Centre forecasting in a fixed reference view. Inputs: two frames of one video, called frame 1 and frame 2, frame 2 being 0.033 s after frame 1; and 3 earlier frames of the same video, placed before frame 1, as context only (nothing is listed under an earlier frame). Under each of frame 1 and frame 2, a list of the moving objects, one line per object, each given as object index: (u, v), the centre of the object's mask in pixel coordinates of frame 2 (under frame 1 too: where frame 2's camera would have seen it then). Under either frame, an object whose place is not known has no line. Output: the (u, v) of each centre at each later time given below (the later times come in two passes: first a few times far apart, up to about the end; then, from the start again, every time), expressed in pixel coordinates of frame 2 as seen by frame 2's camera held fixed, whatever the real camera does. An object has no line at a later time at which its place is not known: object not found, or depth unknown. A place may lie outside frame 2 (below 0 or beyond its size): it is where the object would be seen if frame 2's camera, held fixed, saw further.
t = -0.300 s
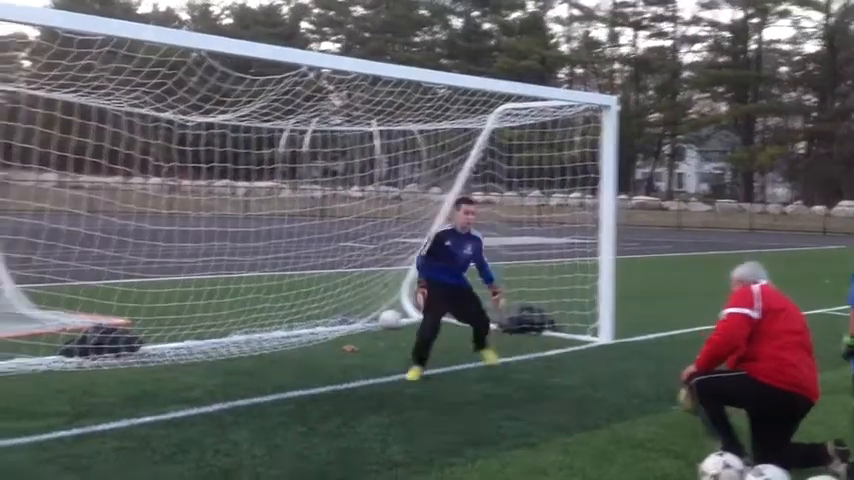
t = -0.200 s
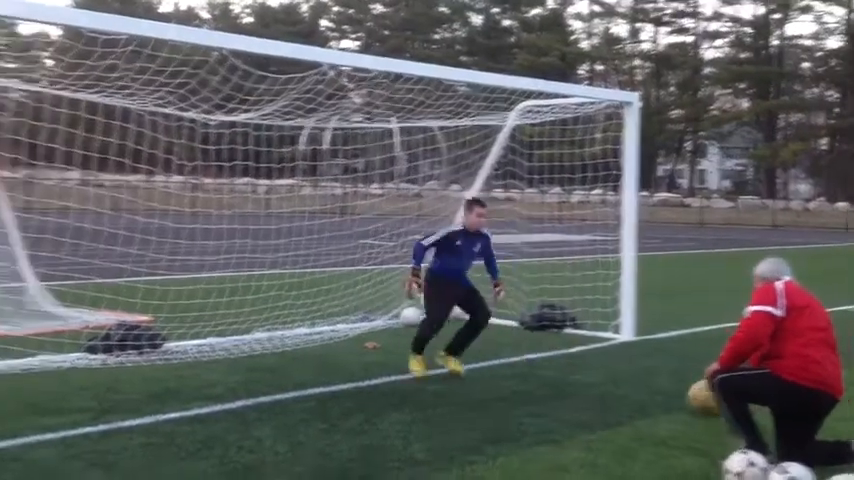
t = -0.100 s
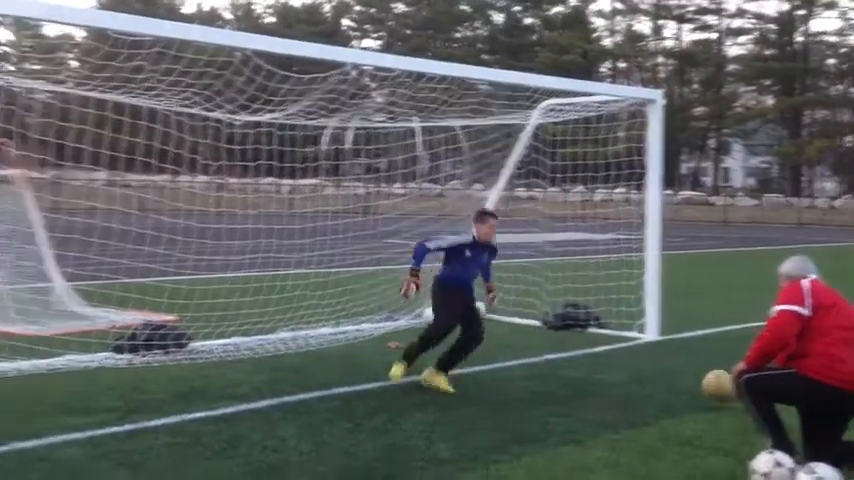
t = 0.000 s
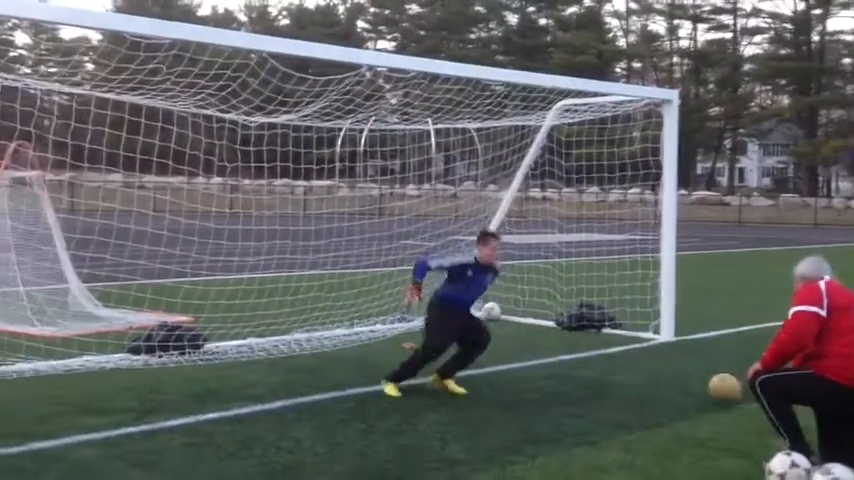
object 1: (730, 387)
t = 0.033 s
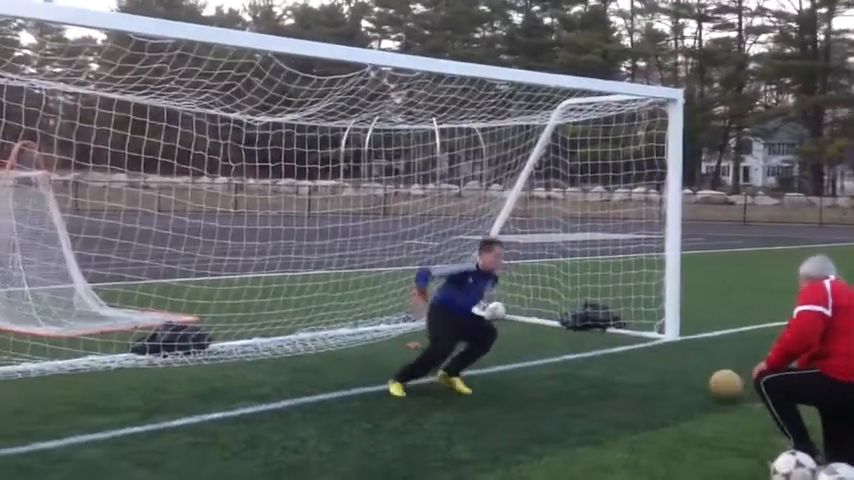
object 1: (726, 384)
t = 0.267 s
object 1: (704, 372)
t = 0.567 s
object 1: (681, 361)
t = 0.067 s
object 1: (722, 381)
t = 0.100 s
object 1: (719, 379)
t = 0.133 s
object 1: (716, 379)
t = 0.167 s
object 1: (712, 379)
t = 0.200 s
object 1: (709, 376)
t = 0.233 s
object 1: (706, 373)
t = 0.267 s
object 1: (704, 372)
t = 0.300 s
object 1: (701, 371)
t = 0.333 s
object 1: (698, 370)
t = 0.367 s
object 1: (696, 367)
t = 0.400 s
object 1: (694, 366)
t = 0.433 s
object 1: (692, 366)
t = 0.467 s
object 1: (689, 365)
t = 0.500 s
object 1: (686, 363)
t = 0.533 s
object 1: (684, 362)
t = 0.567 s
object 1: (681, 361)
